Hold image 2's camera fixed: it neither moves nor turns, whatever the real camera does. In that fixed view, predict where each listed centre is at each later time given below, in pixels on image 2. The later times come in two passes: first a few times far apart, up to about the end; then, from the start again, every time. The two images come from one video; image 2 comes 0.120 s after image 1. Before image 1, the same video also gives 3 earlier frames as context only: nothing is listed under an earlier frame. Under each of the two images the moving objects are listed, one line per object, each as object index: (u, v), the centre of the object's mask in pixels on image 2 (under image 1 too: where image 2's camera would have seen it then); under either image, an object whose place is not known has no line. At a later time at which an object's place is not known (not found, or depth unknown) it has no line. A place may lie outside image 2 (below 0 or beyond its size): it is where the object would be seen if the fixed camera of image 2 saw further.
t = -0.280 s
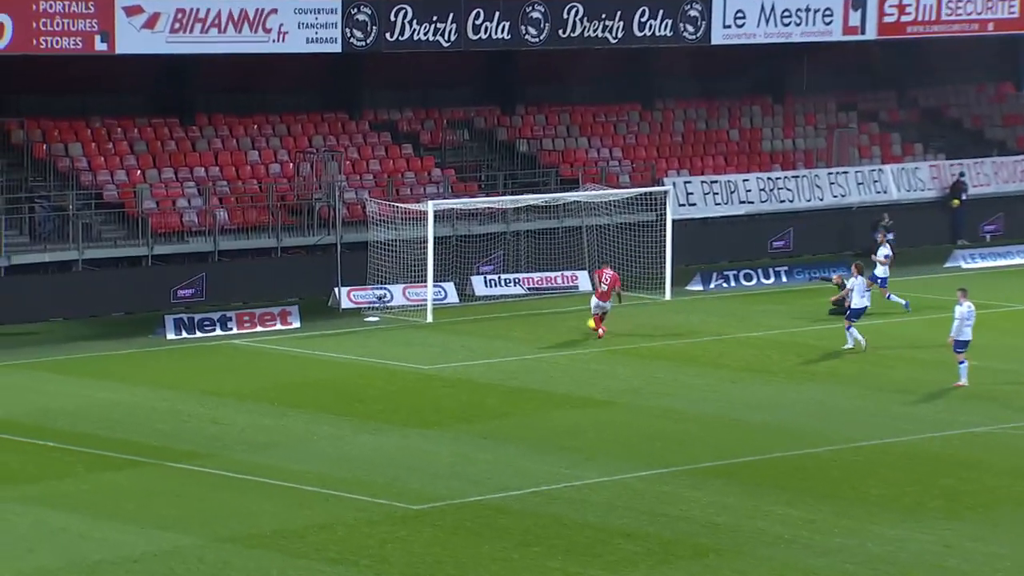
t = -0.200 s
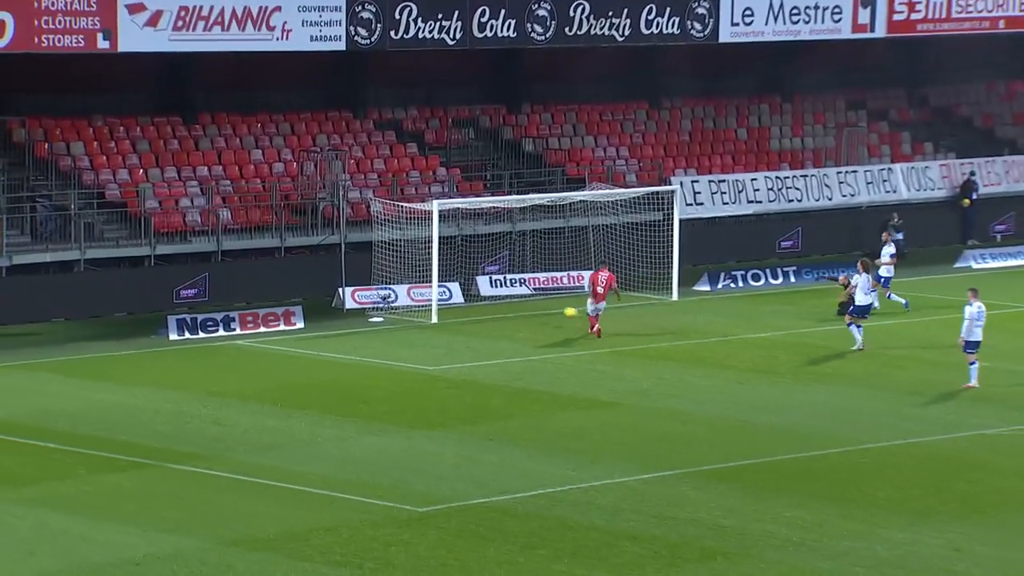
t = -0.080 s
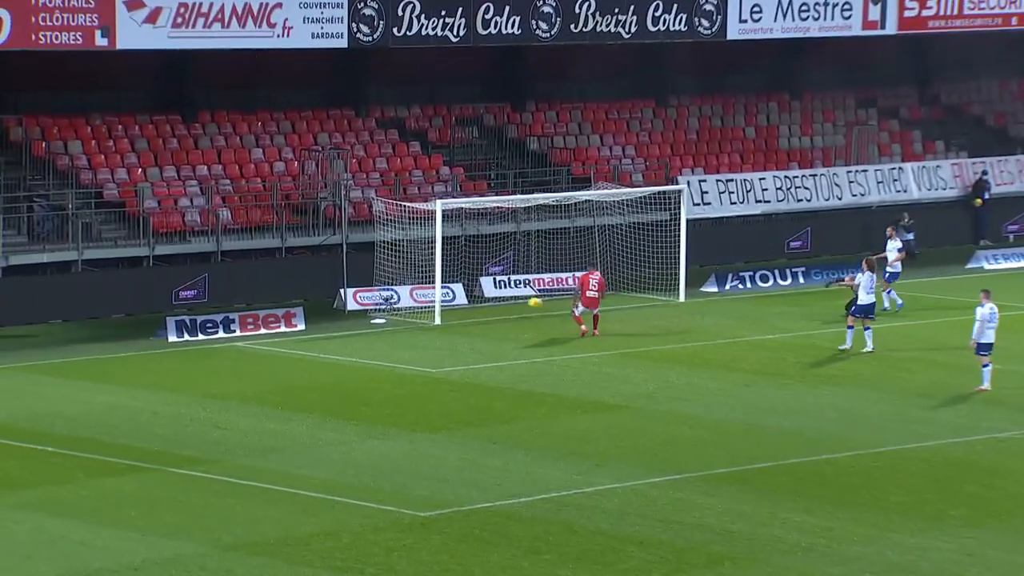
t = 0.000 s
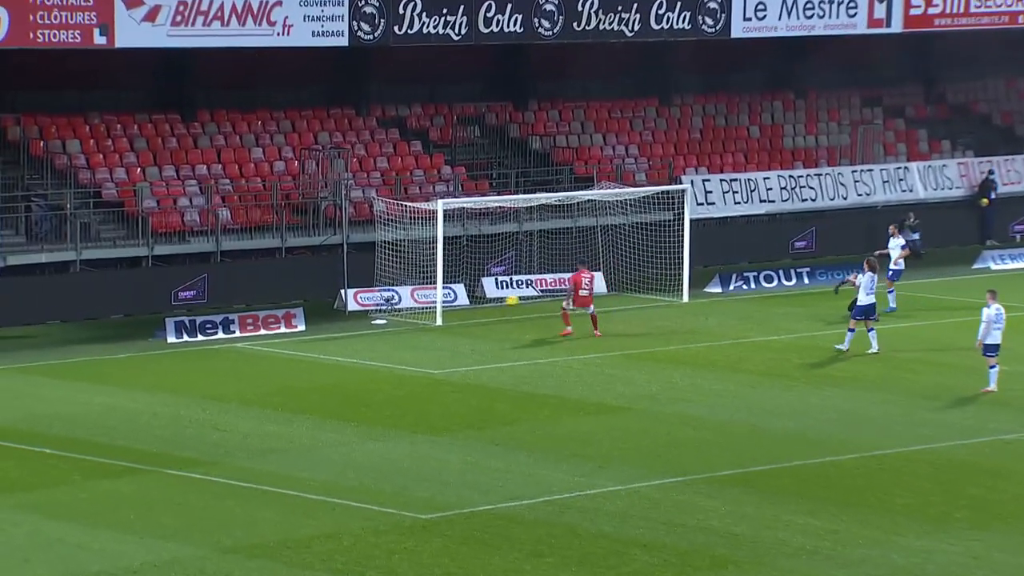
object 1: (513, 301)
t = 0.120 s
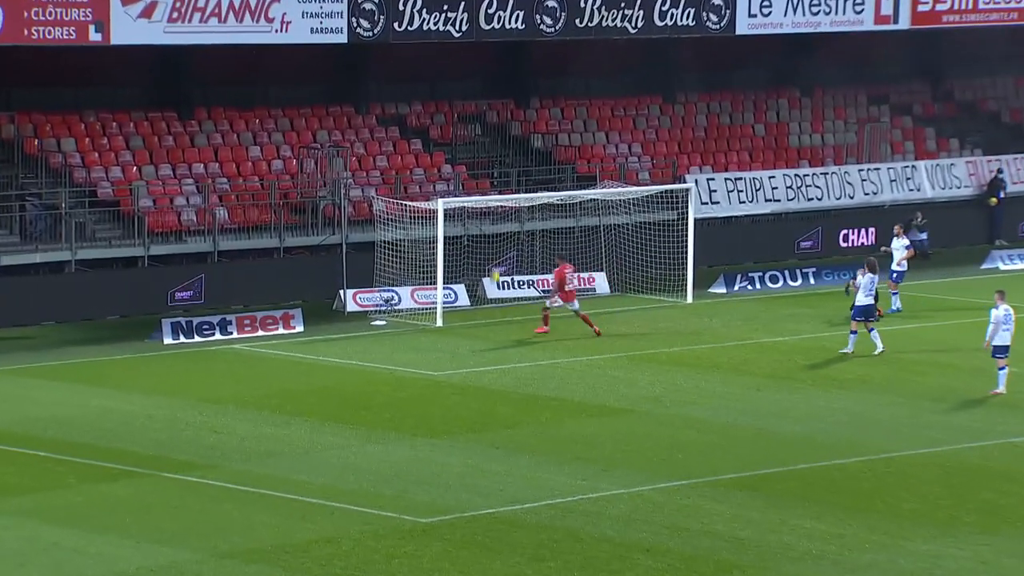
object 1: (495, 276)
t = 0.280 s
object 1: (497, 230)
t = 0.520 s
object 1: (524, 202)
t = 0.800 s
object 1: (563, 205)
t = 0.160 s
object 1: (495, 260)
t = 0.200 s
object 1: (496, 249)
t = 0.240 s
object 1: (496, 239)
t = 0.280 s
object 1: (497, 230)
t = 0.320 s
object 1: (500, 222)
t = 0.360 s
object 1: (503, 215)
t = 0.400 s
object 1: (507, 210)
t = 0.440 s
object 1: (513, 207)
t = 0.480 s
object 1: (519, 204)
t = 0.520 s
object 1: (524, 202)
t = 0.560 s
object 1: (530, 200)
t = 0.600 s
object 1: (533, 199)
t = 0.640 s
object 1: (544, 199)
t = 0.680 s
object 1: (546, 199)
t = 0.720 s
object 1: (552, 200)
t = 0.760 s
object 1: (557, 202)
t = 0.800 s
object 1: (563, 205)
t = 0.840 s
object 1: (569, 208)
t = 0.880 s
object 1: (574, 212)
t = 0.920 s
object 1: (579, 217)
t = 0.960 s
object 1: (585, 223)
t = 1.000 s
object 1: (591, 230)
